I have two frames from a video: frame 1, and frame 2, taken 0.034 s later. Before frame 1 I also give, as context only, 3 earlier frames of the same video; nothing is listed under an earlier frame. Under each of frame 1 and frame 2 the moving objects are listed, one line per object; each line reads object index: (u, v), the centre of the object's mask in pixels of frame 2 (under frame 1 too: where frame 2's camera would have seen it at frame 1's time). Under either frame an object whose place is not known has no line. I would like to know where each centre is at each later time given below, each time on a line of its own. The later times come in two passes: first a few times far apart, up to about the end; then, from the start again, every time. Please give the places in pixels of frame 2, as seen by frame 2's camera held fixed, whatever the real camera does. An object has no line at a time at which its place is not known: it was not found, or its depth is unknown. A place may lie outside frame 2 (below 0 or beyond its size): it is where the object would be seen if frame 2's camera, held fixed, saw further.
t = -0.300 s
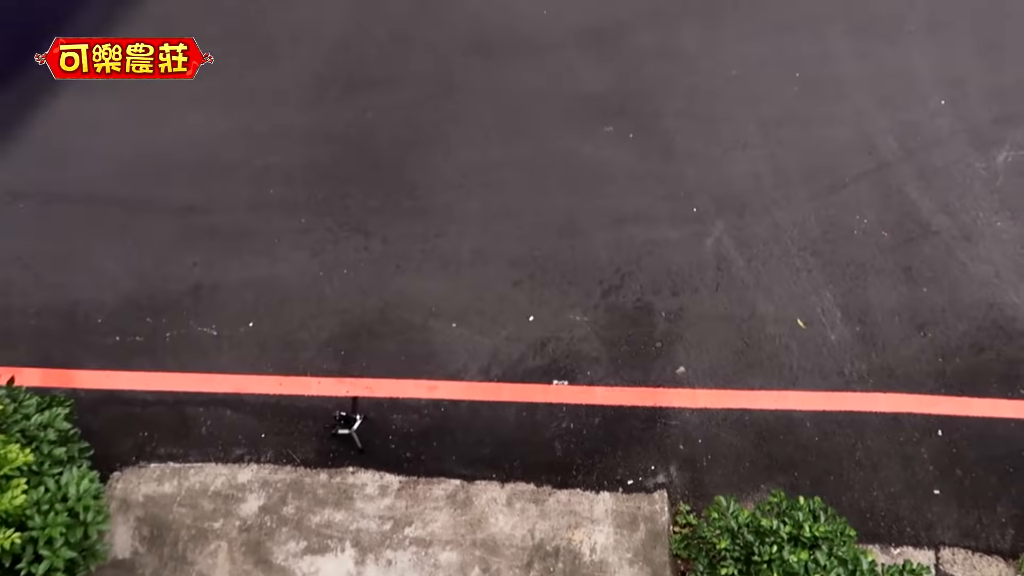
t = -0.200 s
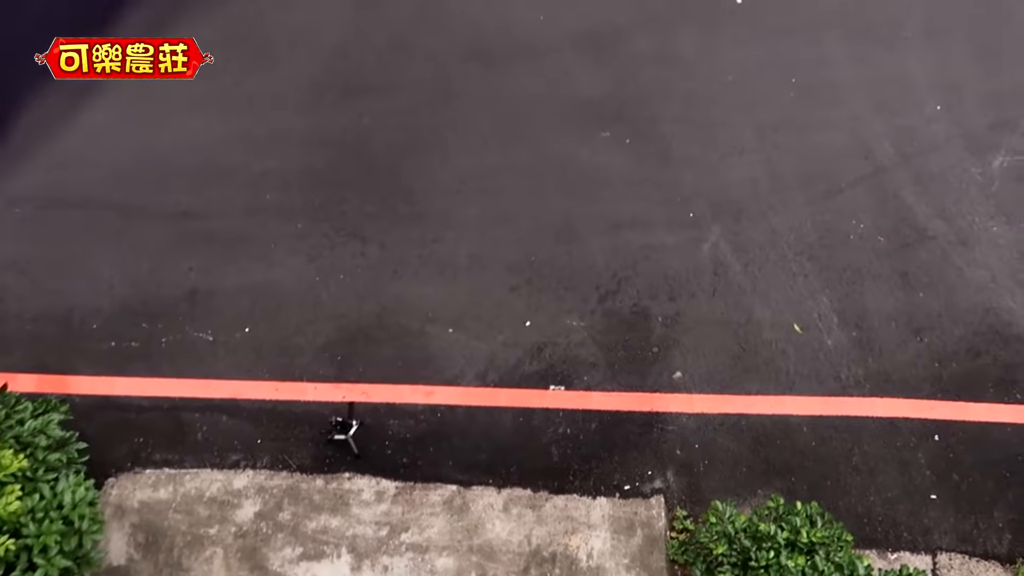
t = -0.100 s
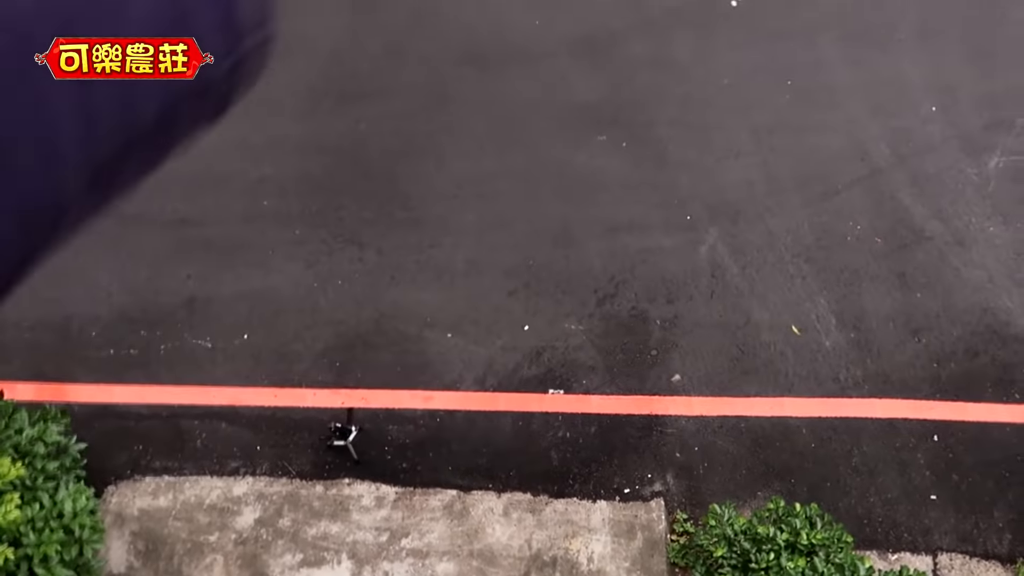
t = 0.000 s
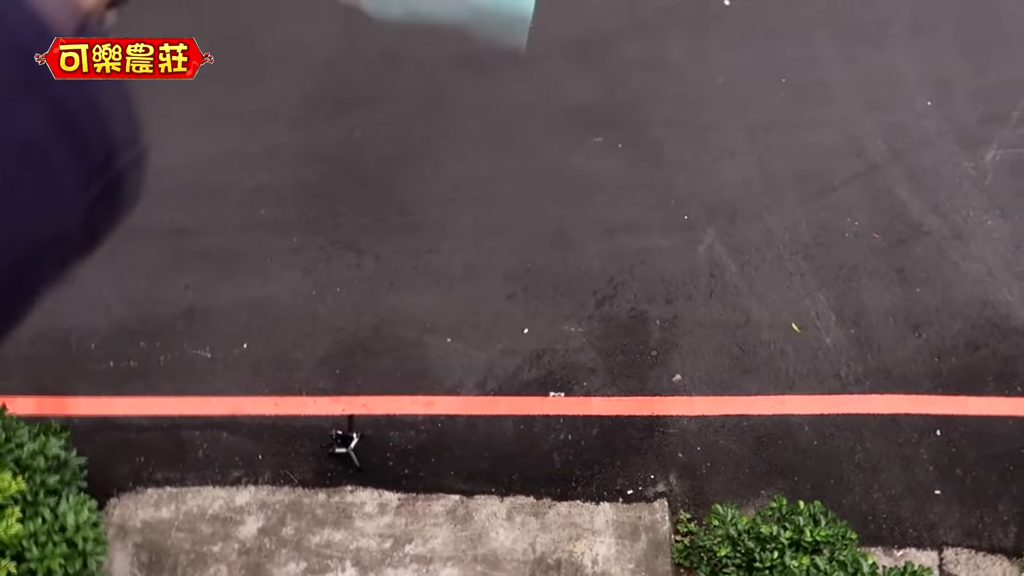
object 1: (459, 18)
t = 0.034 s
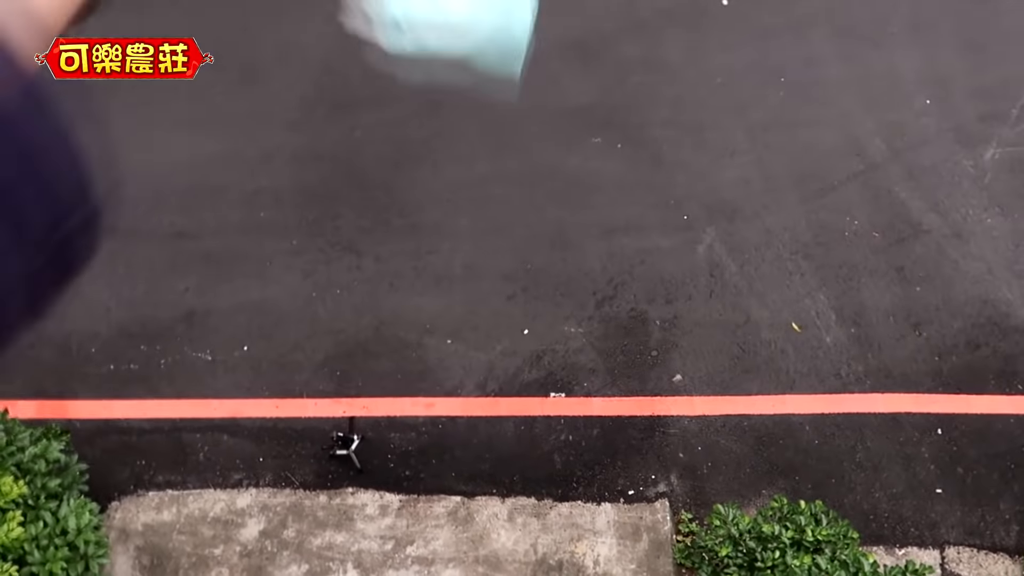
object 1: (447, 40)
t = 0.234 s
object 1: (497, 234)
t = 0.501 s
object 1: (509, 392)
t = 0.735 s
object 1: (499, 440)
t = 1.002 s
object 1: (481, 446)
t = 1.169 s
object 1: (479, 445)
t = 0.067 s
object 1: (456, 56)
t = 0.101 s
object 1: (468, 95)
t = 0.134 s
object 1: (478, 130)
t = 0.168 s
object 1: (487, 171)
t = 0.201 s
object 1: (493, 210)
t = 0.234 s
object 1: (497, 234)
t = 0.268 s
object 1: (503, 262)
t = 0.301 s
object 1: (507, 292)
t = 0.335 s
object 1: (509, 309)
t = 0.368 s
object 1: (510, 329)
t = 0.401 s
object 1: (510, 350)
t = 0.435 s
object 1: (510, 363)
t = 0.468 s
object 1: (509, 377)
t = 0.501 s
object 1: (509, 392)
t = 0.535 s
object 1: (508, 404)
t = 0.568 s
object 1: (506, 416)
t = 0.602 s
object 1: (505, 427)
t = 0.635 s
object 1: (504, 436)
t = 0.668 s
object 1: (505, 441)
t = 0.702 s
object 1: (501, 441)
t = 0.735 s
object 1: (499, 440)
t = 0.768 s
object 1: (498, 440)
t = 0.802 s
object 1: (494, 440)
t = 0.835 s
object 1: (492, 442)
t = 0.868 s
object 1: (489, 444)
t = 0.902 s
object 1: (487, 445)
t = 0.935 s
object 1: (484, 447)
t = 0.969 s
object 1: (482, 447)
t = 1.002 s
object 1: (481, 446)
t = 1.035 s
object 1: (479, 445)
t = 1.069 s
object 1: (479, 445)
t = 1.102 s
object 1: (479, 444)
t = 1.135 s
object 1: (479, 445)
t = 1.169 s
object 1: (479, 445)
